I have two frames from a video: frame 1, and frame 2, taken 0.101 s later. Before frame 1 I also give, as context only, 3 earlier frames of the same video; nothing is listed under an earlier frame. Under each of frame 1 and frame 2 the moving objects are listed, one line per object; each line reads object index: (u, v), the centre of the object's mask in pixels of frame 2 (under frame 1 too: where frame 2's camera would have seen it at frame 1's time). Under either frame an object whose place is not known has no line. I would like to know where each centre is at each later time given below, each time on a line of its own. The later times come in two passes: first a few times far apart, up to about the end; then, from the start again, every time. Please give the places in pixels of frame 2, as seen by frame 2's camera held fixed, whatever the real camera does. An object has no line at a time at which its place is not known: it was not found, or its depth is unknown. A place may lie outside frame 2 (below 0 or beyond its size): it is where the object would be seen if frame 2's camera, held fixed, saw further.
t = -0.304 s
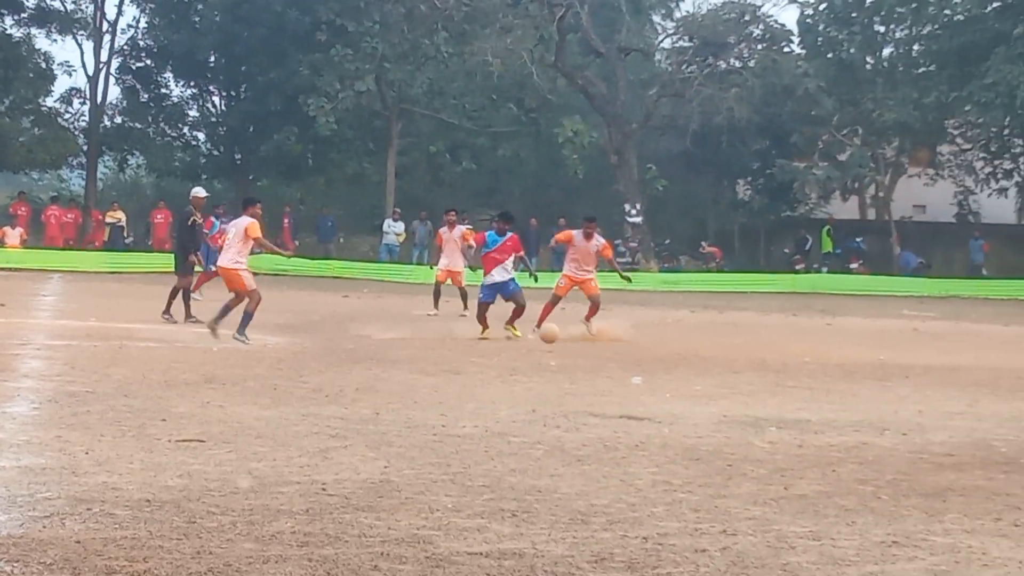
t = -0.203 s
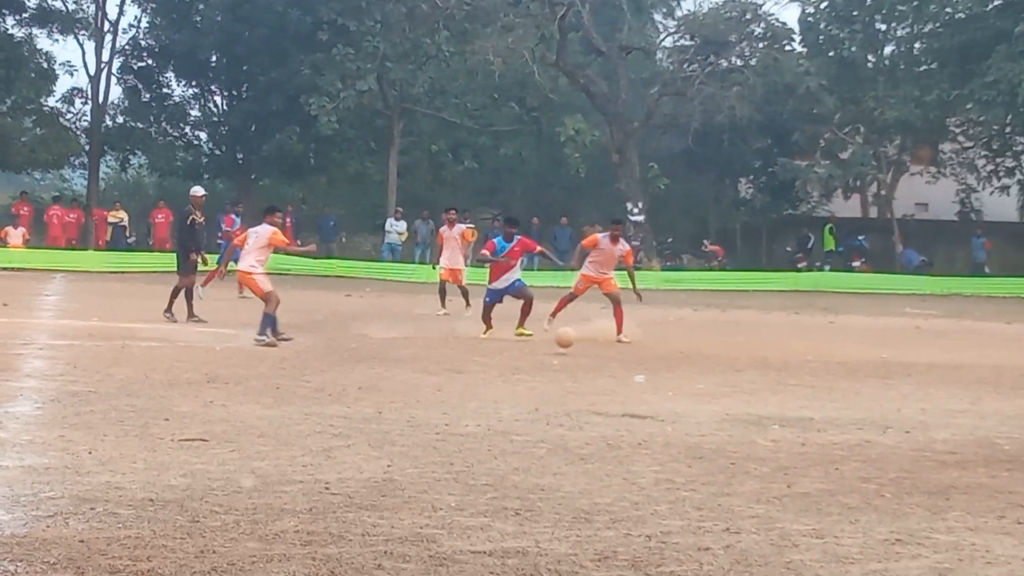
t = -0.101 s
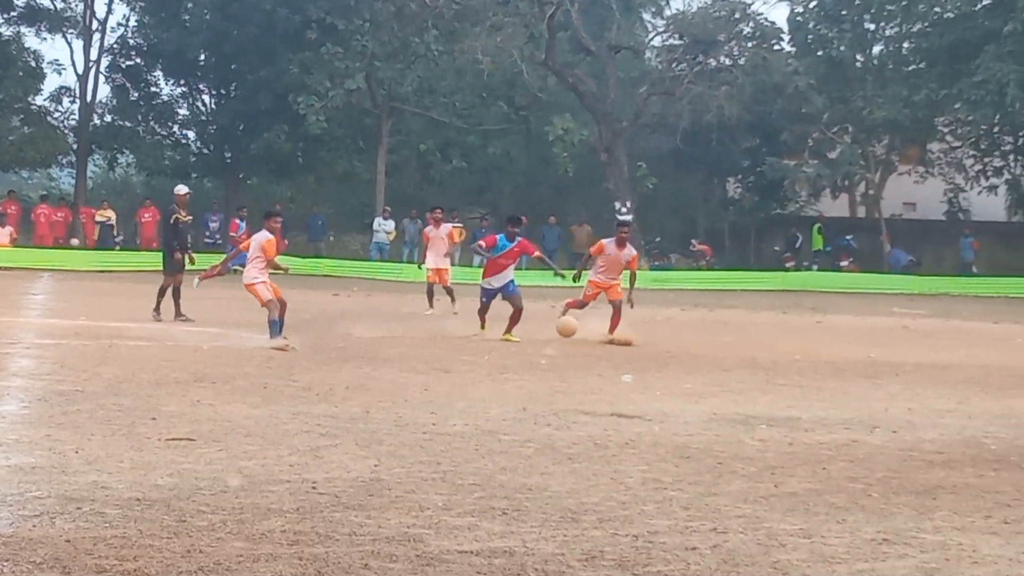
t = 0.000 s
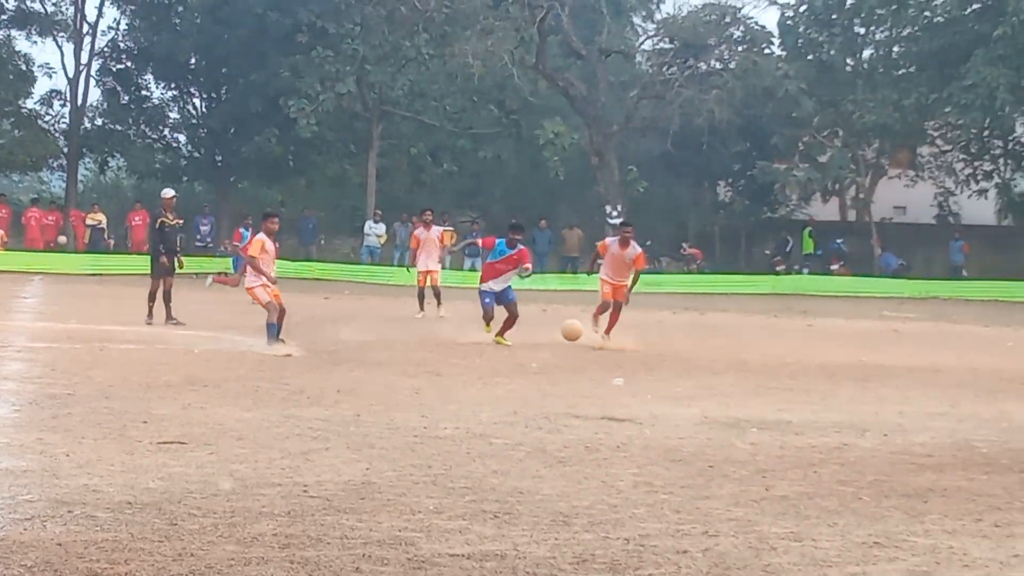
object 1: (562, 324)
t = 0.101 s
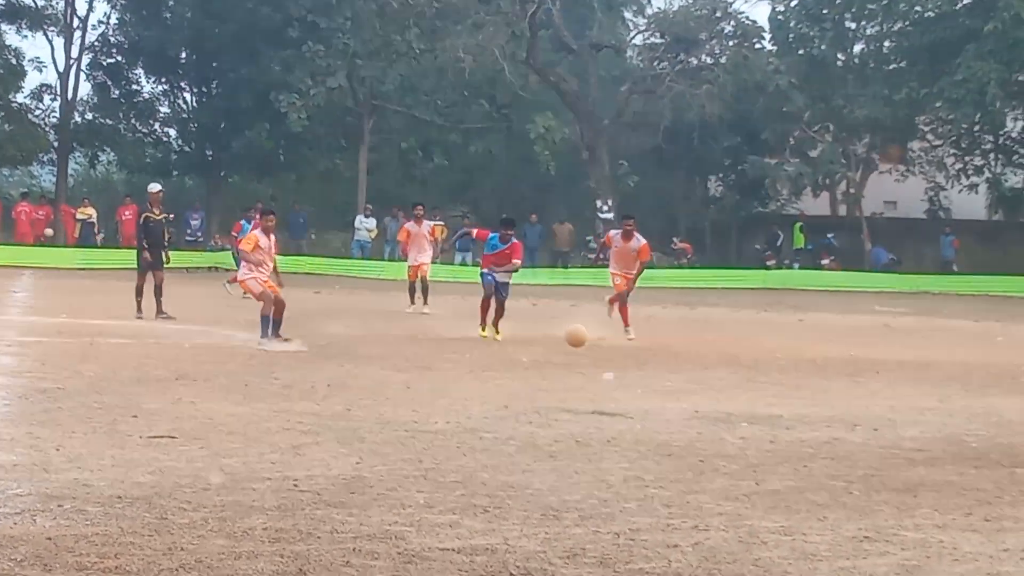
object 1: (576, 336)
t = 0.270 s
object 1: (600, 353)
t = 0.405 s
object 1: (619, 355)
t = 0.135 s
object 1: (581, 342)
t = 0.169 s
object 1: (586, 350)
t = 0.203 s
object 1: (590, 358)
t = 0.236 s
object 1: (595, 357)
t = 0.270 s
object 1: (600, 353)
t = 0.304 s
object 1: (604, 352)
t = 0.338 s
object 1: (610, 351)
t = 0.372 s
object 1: (615, 353)
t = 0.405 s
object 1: (619, 355)
